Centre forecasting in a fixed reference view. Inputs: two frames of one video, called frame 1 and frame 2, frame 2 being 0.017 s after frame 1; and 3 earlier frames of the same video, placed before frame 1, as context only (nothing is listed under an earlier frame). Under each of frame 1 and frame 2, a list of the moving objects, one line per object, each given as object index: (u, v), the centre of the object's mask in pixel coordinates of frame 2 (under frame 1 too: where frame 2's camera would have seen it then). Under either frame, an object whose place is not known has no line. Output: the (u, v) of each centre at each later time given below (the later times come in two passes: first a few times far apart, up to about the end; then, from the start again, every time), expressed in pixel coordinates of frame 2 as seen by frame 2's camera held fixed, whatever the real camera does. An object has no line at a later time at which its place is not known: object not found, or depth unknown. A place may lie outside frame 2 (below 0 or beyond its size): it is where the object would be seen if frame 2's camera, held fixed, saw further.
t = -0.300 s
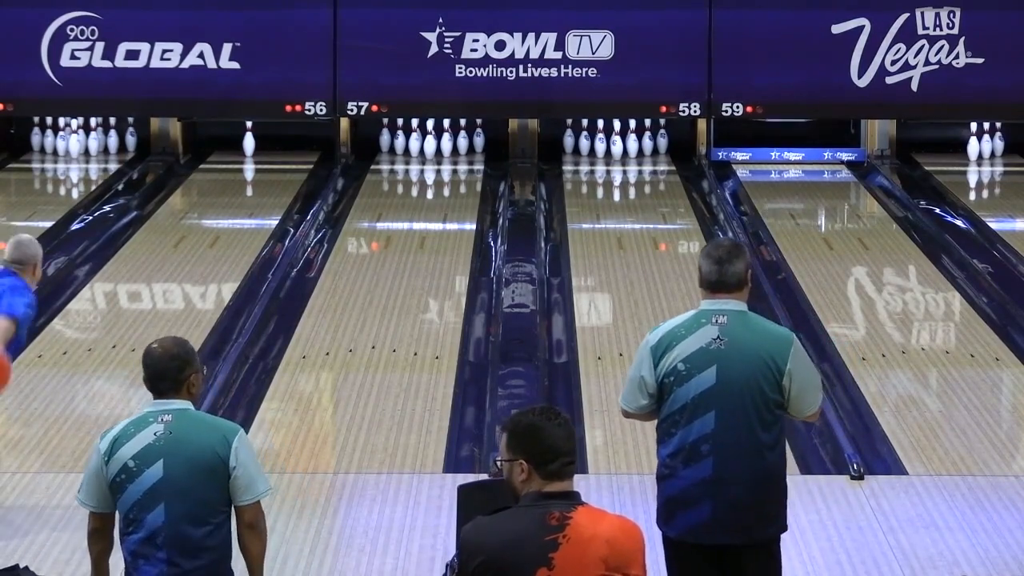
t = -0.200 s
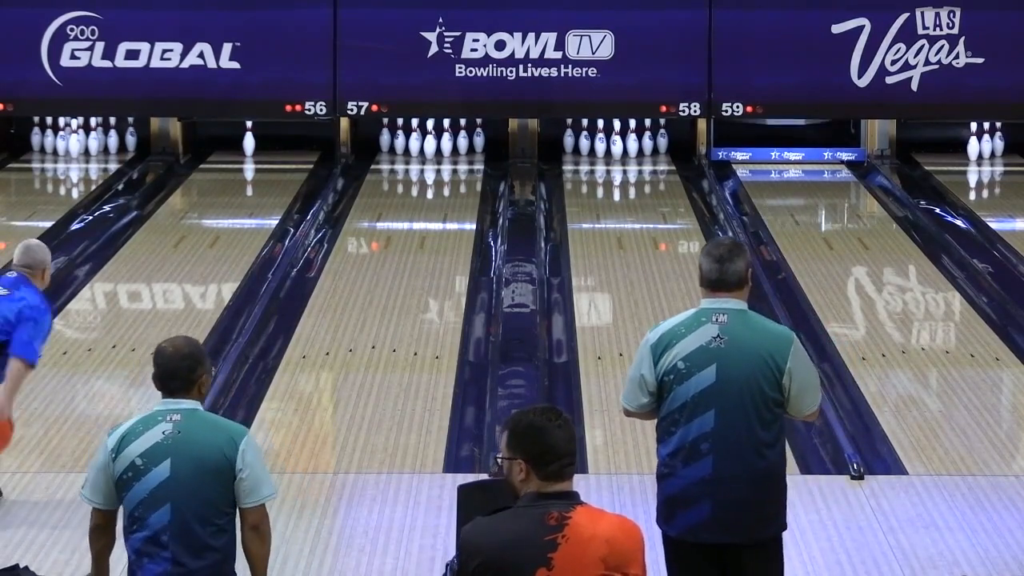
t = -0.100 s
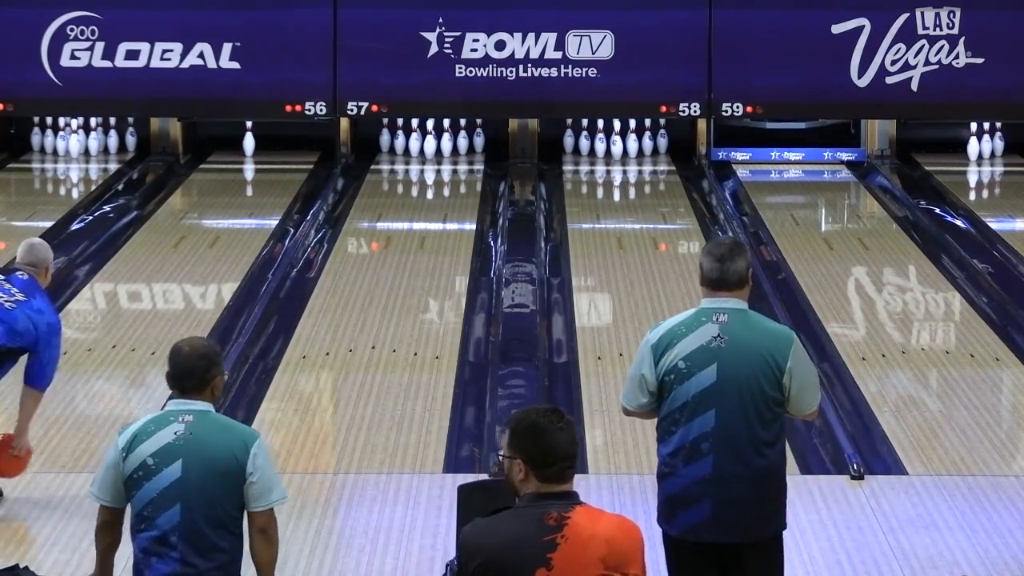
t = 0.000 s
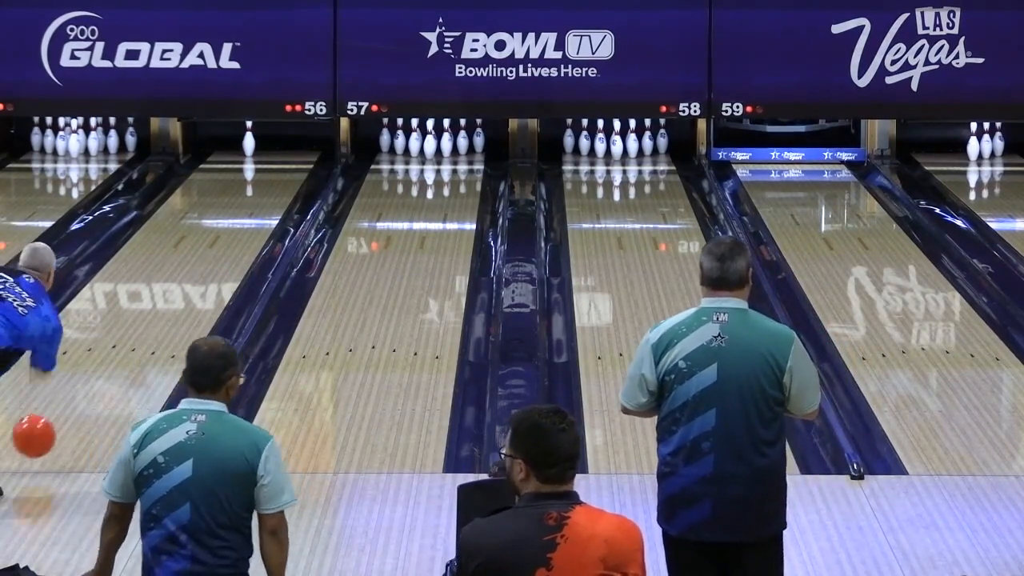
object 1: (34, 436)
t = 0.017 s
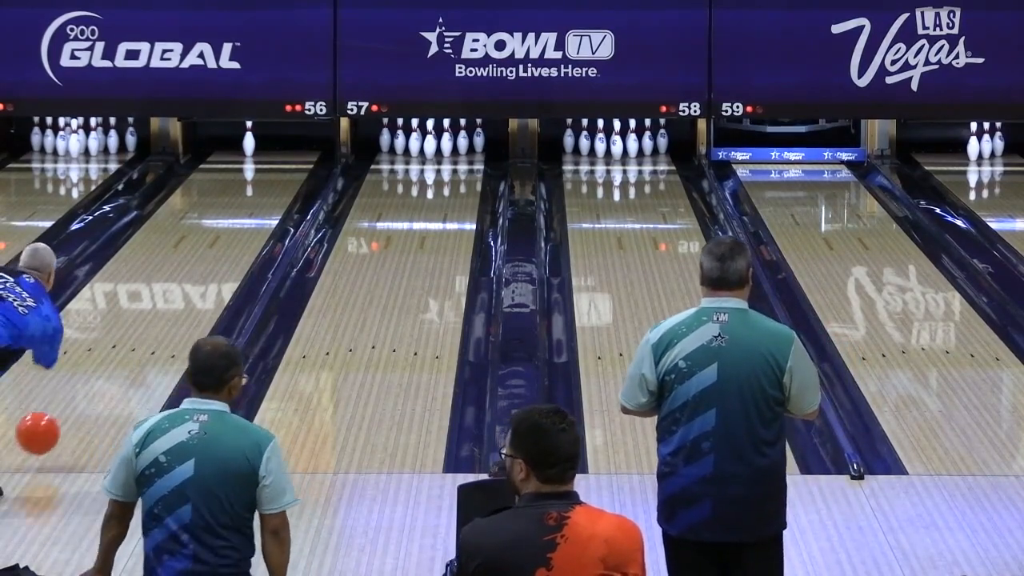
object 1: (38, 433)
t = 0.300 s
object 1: (96, 388)
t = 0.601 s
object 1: (146, 336)
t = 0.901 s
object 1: (186, 293)
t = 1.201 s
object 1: (218, 258)
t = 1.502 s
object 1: (244, 227)
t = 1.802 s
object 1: (263, 201)
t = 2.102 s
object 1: (271, 179)
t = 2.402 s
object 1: (270, 162)
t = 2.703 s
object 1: (265, 146)
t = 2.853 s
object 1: (272, 139)
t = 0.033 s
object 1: (41, 431)
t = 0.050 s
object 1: (45, 429)
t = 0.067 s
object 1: (48, 427)
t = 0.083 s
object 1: (53, 427)
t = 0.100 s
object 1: (56, 426)
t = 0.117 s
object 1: (60, 425)
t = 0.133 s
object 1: (63, 420)
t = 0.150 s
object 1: (67, 416)
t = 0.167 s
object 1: (70, 413)
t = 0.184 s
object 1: (74, 409)
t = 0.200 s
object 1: (77, 407)
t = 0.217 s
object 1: (81, 404)
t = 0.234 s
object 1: (84, 401)
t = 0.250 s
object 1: (87, 397)
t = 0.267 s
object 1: (90, 394)
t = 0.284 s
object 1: (94, 391)
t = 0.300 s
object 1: (96, 388)
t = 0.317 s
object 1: (99, 385)
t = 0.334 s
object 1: (102, 382)
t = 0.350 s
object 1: (106, 379)
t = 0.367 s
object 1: (108, 376)
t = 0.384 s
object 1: (111, 373)
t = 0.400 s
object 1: (114, 370)
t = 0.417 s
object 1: (117, 366)
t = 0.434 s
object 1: (121, 363)
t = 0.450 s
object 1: (123, 361)
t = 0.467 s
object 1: (126, 358)
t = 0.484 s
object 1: (128, 355)
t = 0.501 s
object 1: (131, 352)
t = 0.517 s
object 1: (134, 350)
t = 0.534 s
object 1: (136, 347)
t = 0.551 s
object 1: (139, 344)
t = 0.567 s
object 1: (141, 342)
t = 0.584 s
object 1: (144, 339)
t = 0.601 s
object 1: (146, 336)
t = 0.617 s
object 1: (149, 334)
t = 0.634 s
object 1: (151, 331)
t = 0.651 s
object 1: (154, 329)
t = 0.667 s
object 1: (156, 326)
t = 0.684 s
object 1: (159, 324)
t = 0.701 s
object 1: (161, 321)
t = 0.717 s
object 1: (163, 319)
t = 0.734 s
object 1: (165, 316)
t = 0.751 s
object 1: (168, 314)
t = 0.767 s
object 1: (170, 312)
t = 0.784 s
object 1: (172, 309)
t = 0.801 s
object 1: (174, 307)
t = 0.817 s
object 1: (176, 305)
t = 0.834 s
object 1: (178, 302)
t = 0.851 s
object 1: (180, 300)
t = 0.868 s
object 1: (182, 298)
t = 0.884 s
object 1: (184, 296)
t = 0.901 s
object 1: (186, 293)
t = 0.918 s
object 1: (188, 291)
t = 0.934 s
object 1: (190, 289)
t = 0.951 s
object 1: (192, 287)
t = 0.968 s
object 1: (194, 285)
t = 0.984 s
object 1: (196, 283)
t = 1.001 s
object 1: (197, 281)
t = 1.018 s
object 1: (199, 279)
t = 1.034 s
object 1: (201, 277)
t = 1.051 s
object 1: (203, 275)
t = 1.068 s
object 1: (205, 273)
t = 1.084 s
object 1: (207, 271)
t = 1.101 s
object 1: (208, 269)
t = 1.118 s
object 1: (210, 267)
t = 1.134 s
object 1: (212, 265)
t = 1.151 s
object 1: (213, 263)
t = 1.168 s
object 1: (215, 261)
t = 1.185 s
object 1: (217, 259)
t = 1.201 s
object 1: (218, 258)
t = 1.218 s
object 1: (220, 256)
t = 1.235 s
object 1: (221, 254)
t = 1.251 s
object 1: (223, 252)
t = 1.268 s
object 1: (225, 250)
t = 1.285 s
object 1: (226, 248)
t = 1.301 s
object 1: (227, 246)
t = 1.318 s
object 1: (229, 245)
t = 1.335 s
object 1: (231, 244)
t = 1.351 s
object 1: (232, 242)
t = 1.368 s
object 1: (233, 240)
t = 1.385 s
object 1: (235, 238)
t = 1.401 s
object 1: (236, 237)
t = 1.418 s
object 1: (237, 235)
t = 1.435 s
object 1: (239, 233)
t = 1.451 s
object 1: (240, 232)
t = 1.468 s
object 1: (241, 230)
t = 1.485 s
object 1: (243, 228)
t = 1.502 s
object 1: (244, 227)
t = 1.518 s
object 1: (245, 225)
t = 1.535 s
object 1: (246, 224)
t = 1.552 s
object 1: (248, 222)
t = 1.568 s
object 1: (249, 221)
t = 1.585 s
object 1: (250, 219)
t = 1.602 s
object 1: (251, 218)
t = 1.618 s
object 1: (252, 217)
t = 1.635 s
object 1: (253, 214)
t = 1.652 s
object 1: (254, 213)
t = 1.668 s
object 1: (256, 211)
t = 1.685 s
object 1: (257, 210)
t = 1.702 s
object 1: (258, 209)
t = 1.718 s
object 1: (259, 207)
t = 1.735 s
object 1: (260, 206)
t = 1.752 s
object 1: (260, 205)
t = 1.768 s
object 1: (261, 204)
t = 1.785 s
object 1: (262, 202)
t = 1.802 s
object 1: (263, 201)
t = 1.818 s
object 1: (264, 200)
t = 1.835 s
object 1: (265, 198)
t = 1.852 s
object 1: (265, 197)
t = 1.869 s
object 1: (266, 196)
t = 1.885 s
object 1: (267, 194)
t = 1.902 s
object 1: (267, 193)
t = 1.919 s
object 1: (268, 192)
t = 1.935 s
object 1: (268, 191)
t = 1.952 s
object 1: (268, 190)
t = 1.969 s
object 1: (269, 189)
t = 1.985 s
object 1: (269, 187)
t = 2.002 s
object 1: (269, 186)
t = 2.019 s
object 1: (270, 185)
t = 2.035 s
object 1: (270, 184)
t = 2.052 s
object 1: (270, 182)
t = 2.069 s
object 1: (271, 182)
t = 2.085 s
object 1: (271, 180)
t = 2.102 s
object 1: (271, 179)
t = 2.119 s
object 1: (271, 178)
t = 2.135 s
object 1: (271, 177)
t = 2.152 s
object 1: (271, 176)
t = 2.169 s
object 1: (272, 175)
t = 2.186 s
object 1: (271, 174)
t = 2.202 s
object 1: (271, 173)
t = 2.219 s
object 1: (272, 173)
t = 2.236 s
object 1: (272, 172)
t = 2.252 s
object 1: (271, 171)
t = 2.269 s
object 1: (271, 169)
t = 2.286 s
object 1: (271, 168)
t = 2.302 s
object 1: (271, 167)
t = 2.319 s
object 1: (271, 166)
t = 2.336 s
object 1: (271, 165)
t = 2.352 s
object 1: (271, 165)
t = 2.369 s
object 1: (271, 164)
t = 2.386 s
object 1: (270, 163)
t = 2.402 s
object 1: (270, 162)
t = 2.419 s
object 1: (269, 160)
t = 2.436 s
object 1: (269, 158)
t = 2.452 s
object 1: (268, 158)
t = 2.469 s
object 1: (268, 158)
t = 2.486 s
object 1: (268, 157)
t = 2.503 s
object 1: (267, 156)
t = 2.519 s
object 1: (267, 155)
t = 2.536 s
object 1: (267, 154)
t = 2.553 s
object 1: (267, 154)
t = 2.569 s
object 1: (267, 153)
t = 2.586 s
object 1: (266, 151)
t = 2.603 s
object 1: (266, 151)
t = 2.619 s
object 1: (266, 150)
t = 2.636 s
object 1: (266, 149)
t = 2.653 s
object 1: (266, 149)
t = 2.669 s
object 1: (266, 148)
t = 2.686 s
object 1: (265, 147)
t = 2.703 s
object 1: (265, 146)
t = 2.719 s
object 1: (265, 145)
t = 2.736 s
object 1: (266, 144)
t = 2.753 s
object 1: (267, 143)
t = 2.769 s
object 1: (268, 143)
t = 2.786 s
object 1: (269, 142)
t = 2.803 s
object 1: (270, 141)
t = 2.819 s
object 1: (270, 140)
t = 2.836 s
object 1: (271, 140)
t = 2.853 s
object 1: (272, 139)
